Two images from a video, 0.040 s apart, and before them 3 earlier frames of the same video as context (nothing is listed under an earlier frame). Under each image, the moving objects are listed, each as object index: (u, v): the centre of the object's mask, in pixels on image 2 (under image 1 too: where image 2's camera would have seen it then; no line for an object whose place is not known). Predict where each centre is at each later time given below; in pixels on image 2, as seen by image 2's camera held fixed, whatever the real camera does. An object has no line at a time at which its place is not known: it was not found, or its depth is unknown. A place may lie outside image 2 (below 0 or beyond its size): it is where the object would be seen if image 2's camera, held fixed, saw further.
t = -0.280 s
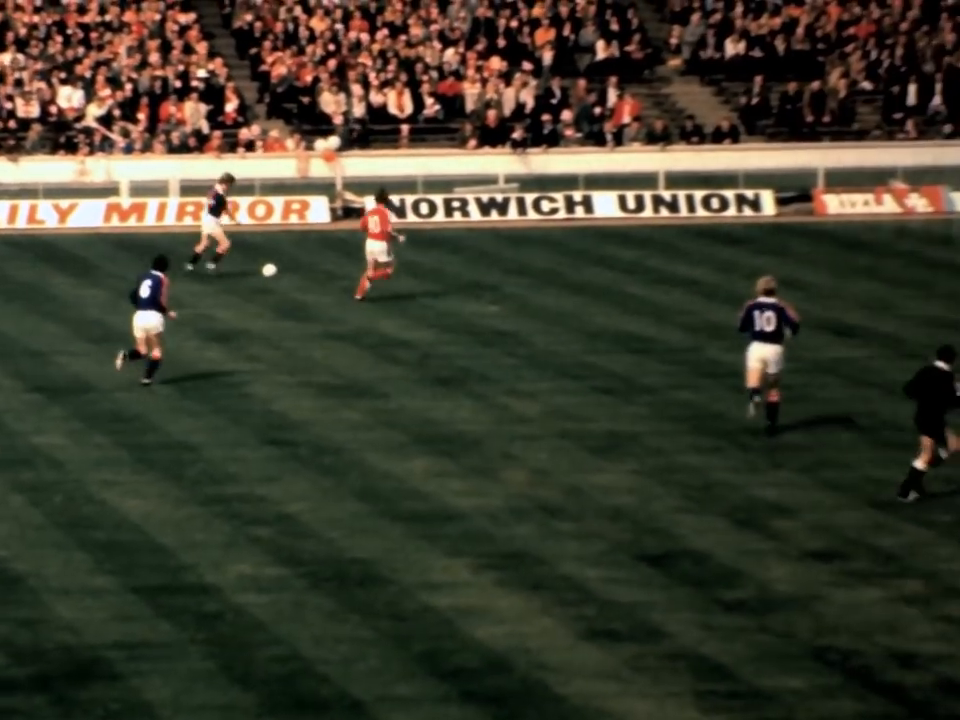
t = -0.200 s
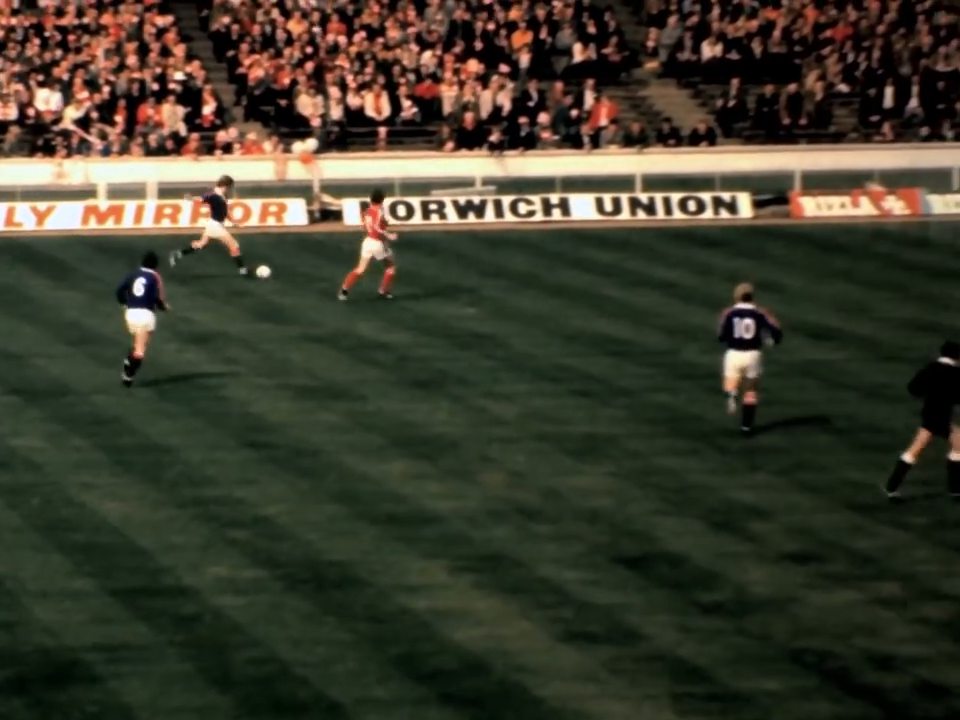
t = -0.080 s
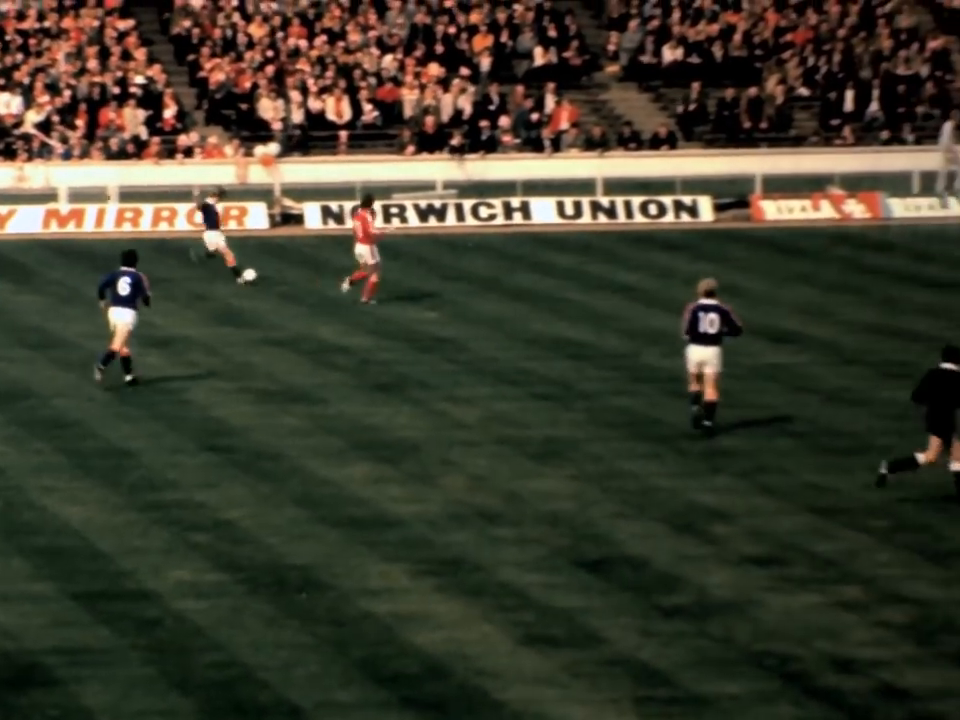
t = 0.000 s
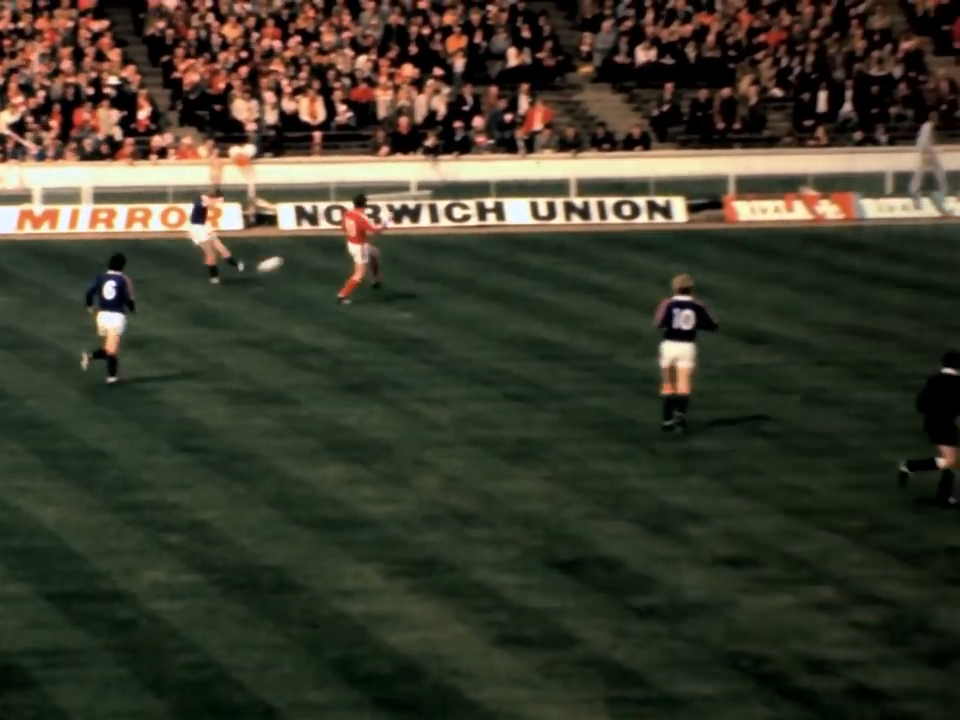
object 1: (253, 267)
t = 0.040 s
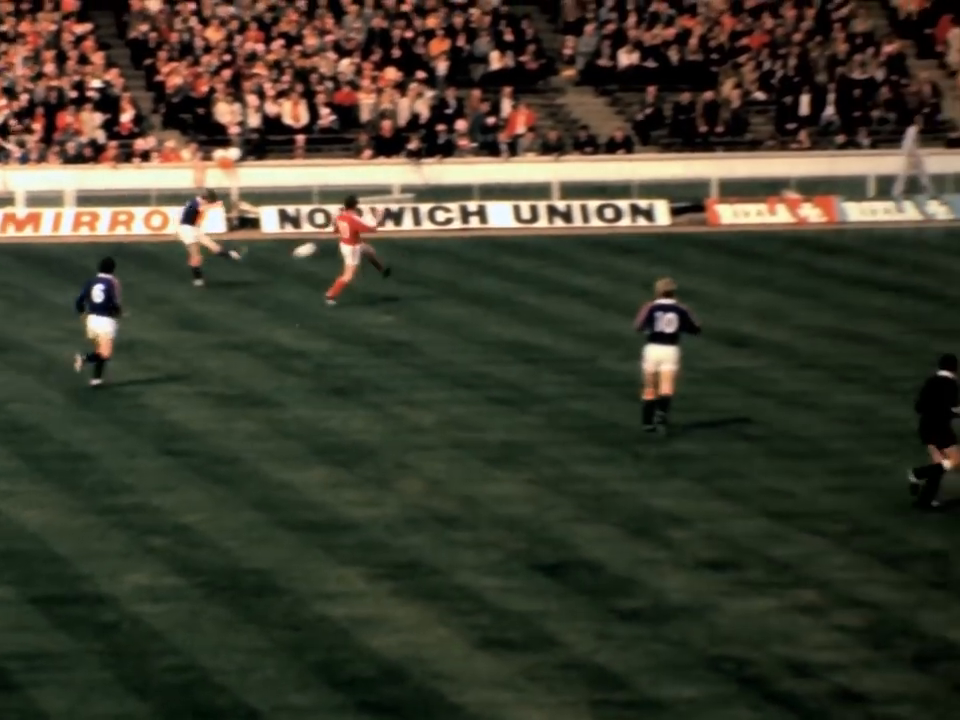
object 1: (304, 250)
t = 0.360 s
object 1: (693, 120)
